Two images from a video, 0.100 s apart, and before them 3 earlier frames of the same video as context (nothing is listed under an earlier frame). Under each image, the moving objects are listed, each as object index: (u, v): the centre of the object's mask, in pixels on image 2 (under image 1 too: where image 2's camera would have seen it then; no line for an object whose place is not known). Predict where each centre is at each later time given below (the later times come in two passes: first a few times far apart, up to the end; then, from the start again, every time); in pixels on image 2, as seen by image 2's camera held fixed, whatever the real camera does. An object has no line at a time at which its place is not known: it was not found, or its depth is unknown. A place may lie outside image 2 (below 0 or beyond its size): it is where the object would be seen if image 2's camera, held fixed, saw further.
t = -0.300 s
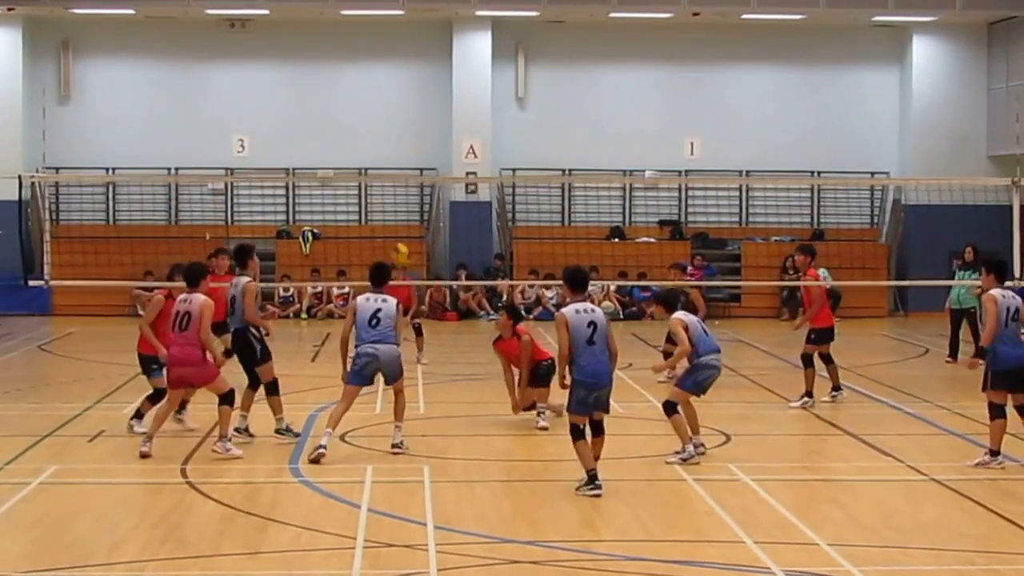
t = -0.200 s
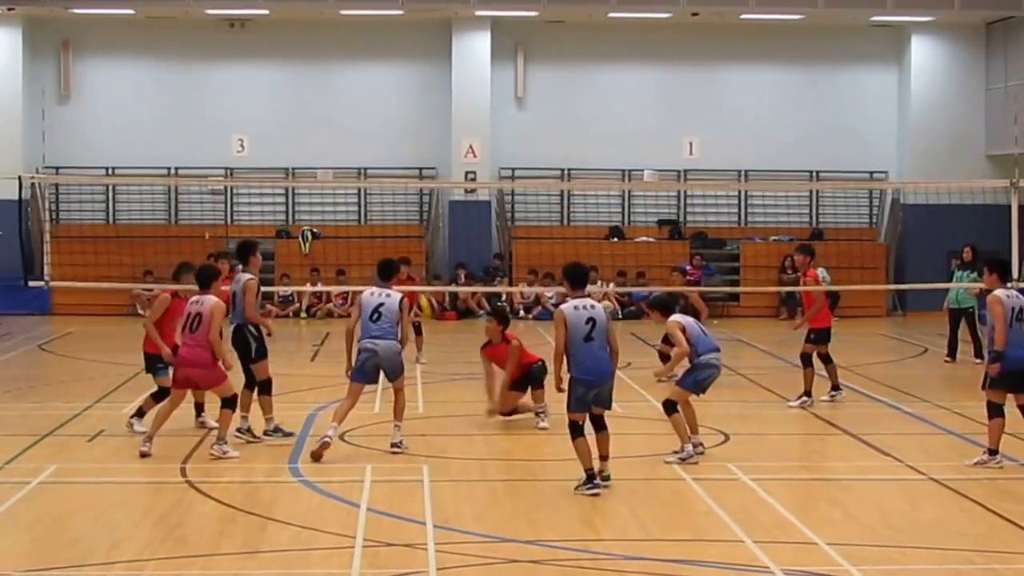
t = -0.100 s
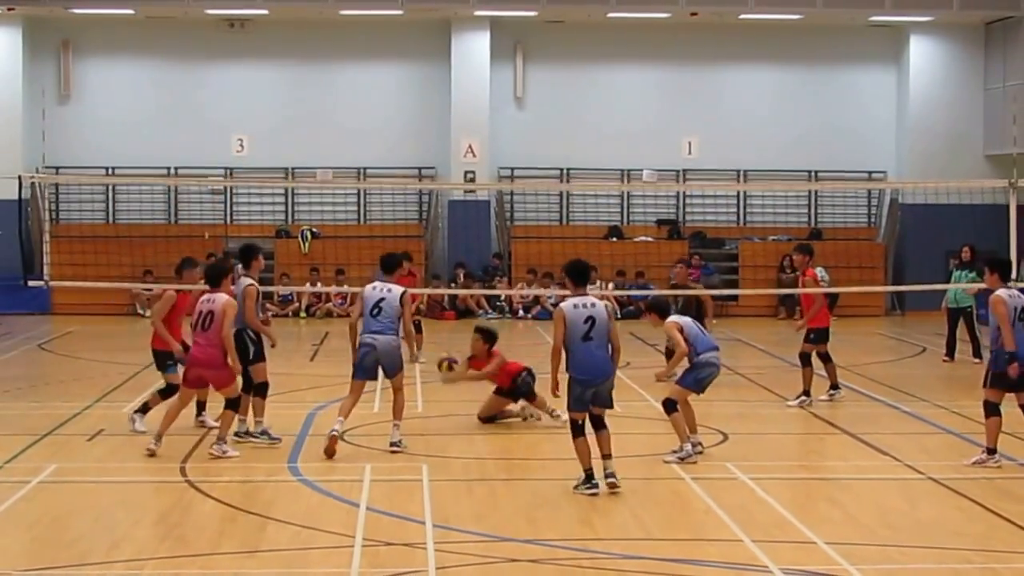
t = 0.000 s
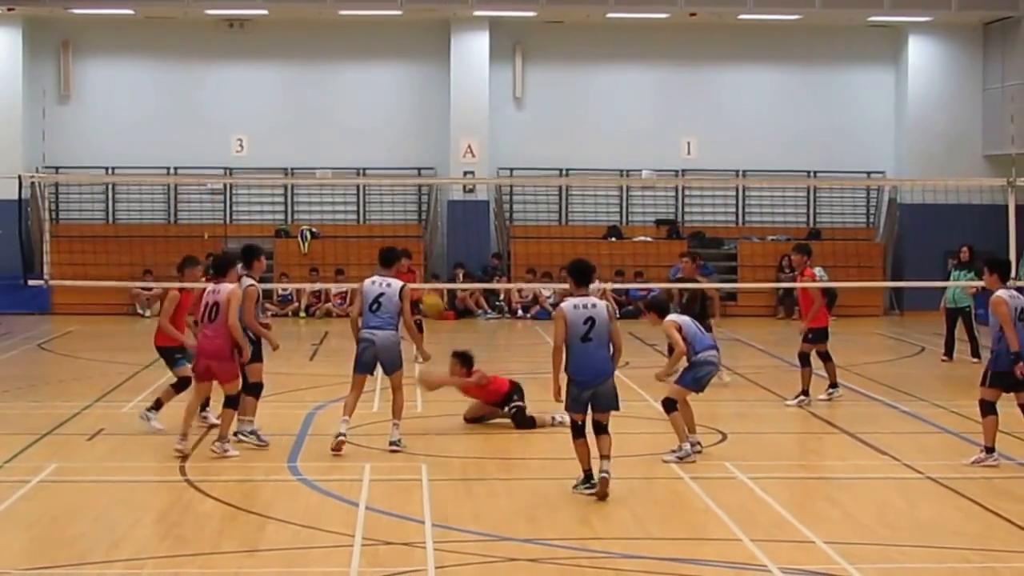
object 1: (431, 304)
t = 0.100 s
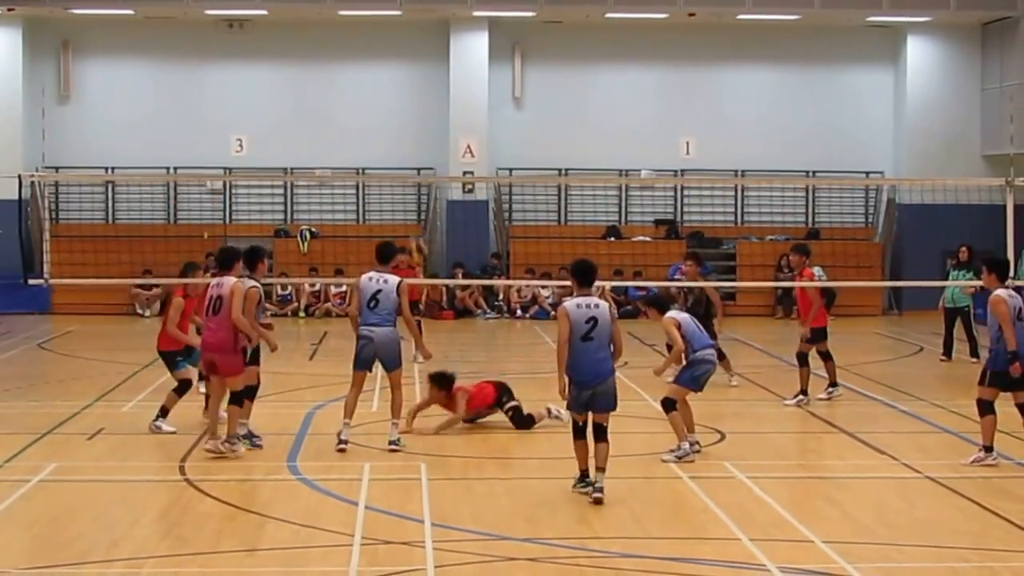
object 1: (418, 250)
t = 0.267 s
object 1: (393, 176)
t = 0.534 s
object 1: (359, 134)
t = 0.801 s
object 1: (329, 155)
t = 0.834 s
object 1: (325, 163)
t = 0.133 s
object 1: (412, 233)
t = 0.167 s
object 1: (406, 215)
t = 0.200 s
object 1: (401, 203)
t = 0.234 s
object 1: (397, 194)
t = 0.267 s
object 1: (393, 176)
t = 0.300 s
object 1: (389, 171)
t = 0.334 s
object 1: (384, 162)
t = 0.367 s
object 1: (380, 154)
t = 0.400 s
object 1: (376, 149)
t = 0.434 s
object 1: (372, 143)
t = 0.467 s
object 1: (367, 139)
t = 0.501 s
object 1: (363, 136)
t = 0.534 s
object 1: (359, 134)
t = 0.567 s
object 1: (356, 133)
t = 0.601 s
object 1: (352, 133)
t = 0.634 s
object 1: (348, 135)
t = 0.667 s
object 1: (344, 137)
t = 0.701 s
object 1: (340, 140)
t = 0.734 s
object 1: (336, 144)
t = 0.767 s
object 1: (333, 149)
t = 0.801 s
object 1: (329, 155)
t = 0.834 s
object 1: (325, 163)
